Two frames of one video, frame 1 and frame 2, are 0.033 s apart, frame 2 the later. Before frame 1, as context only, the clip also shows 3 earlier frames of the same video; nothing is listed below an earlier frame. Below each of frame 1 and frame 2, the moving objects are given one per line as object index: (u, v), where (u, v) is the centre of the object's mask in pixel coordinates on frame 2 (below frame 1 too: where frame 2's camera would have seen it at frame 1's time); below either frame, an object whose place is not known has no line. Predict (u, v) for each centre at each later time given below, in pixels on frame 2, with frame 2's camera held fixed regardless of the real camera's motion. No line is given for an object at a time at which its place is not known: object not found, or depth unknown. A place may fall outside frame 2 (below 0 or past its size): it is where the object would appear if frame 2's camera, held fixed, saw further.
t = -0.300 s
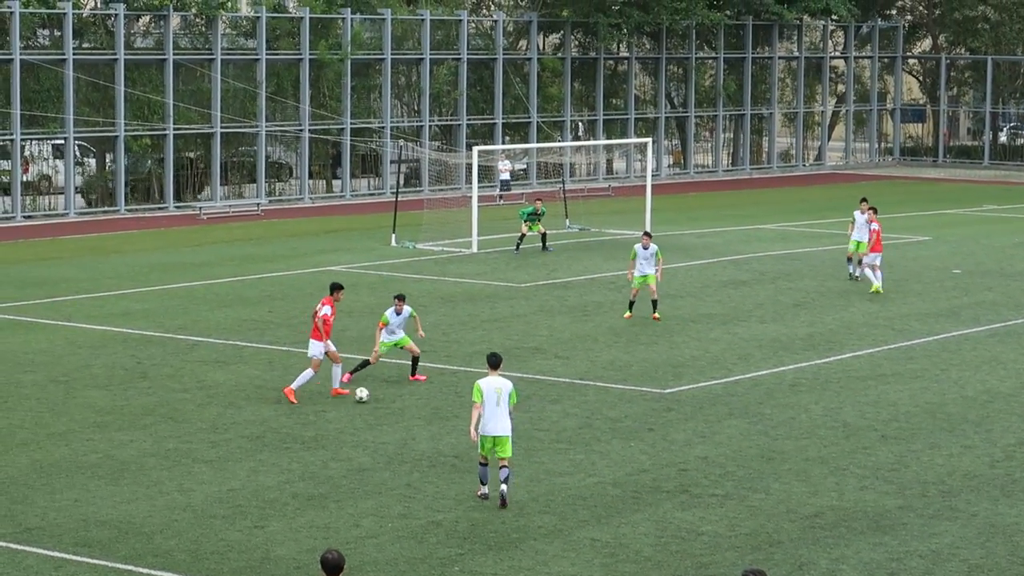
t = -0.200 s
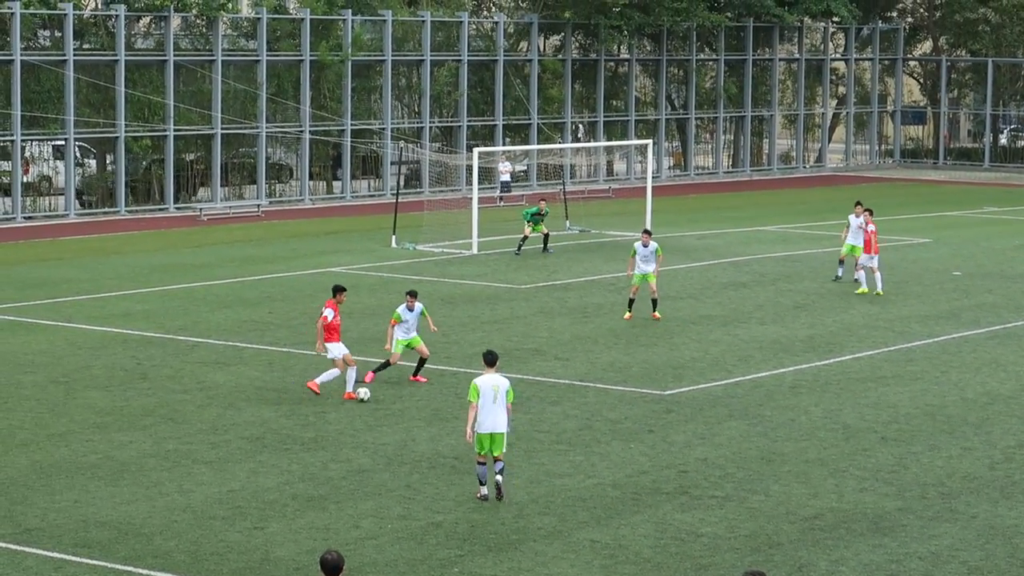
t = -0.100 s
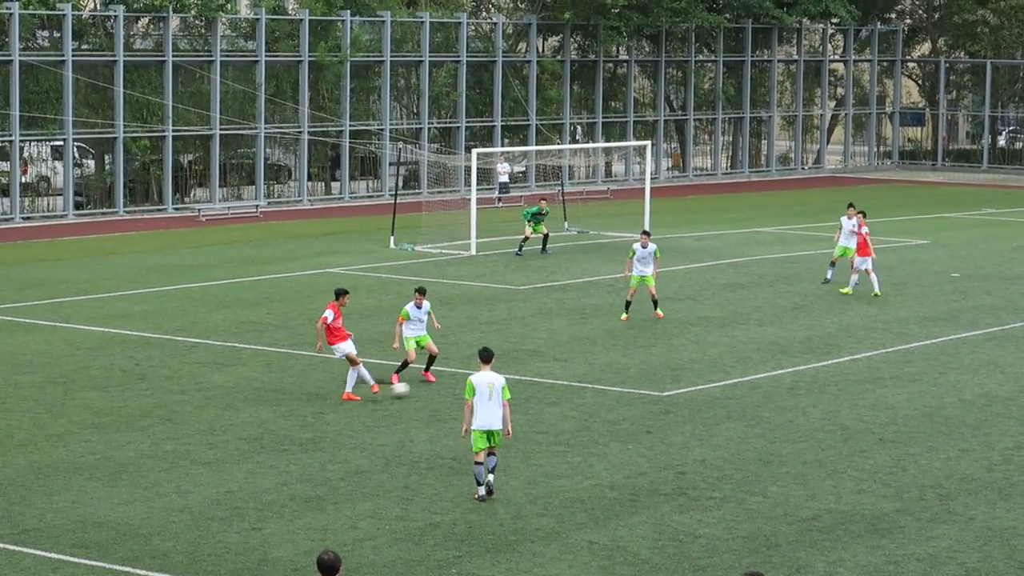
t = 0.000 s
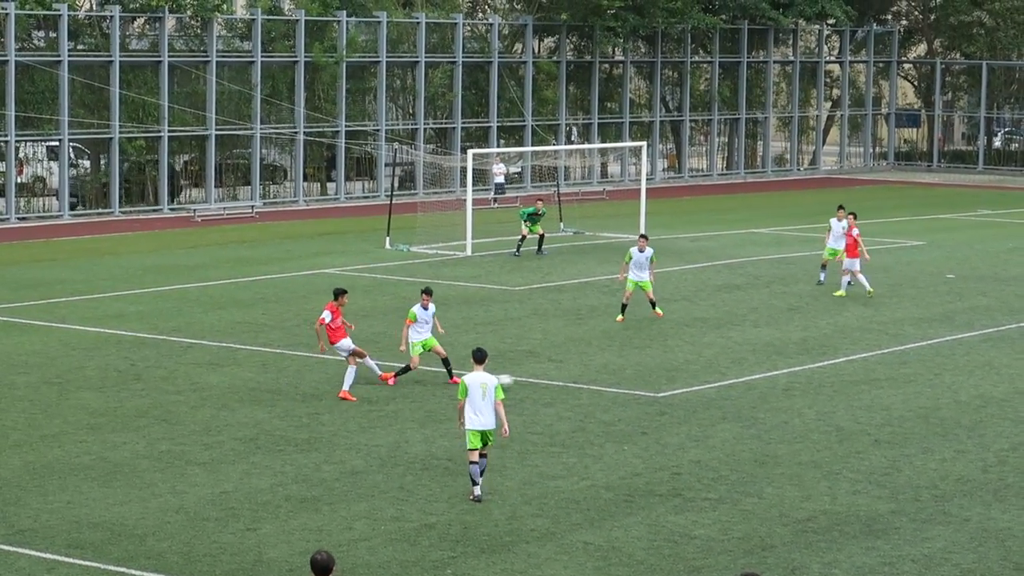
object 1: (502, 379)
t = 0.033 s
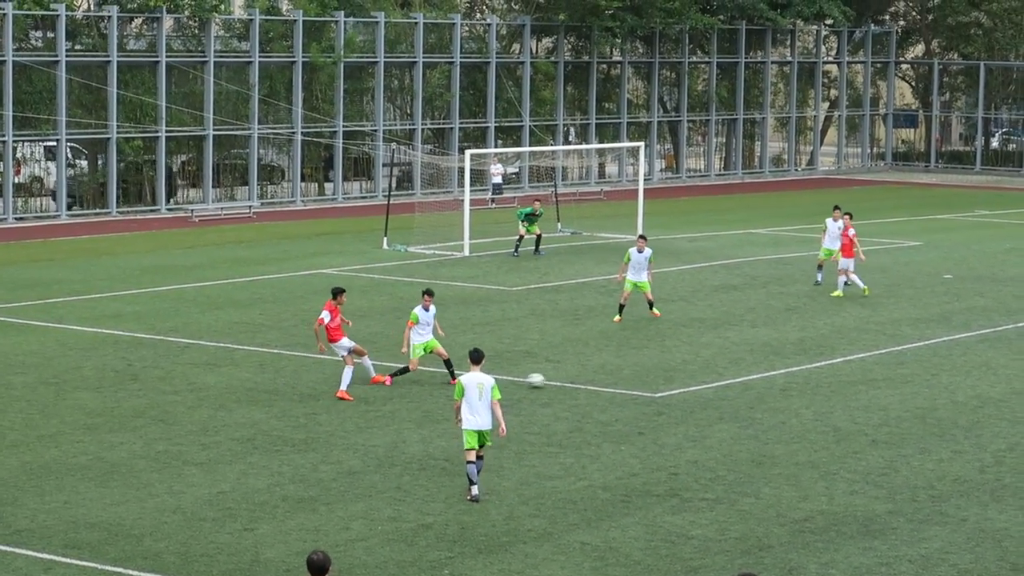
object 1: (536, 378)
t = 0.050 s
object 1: (553, 378)
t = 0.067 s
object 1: (569, 377)
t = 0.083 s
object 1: (584, 375)
